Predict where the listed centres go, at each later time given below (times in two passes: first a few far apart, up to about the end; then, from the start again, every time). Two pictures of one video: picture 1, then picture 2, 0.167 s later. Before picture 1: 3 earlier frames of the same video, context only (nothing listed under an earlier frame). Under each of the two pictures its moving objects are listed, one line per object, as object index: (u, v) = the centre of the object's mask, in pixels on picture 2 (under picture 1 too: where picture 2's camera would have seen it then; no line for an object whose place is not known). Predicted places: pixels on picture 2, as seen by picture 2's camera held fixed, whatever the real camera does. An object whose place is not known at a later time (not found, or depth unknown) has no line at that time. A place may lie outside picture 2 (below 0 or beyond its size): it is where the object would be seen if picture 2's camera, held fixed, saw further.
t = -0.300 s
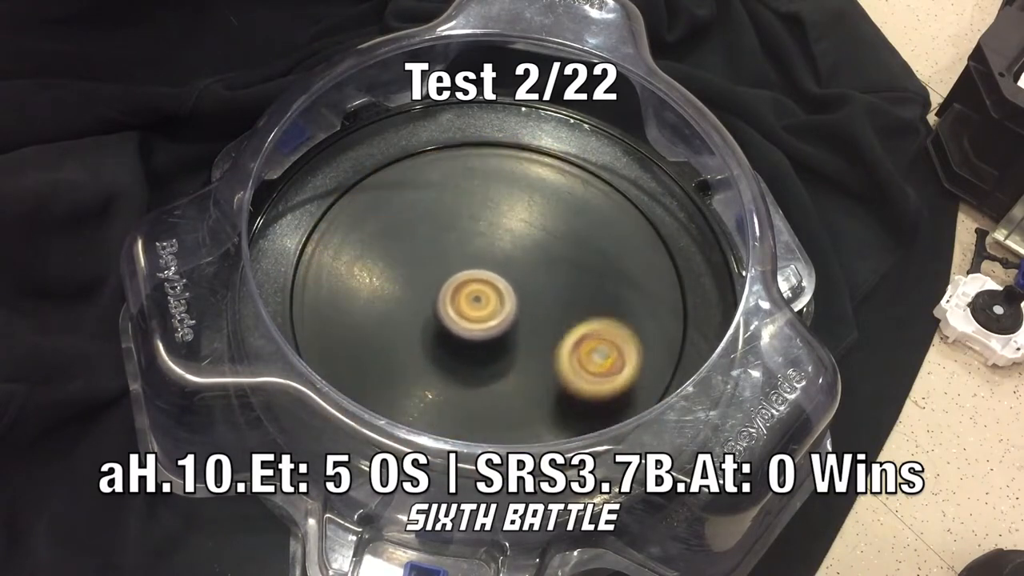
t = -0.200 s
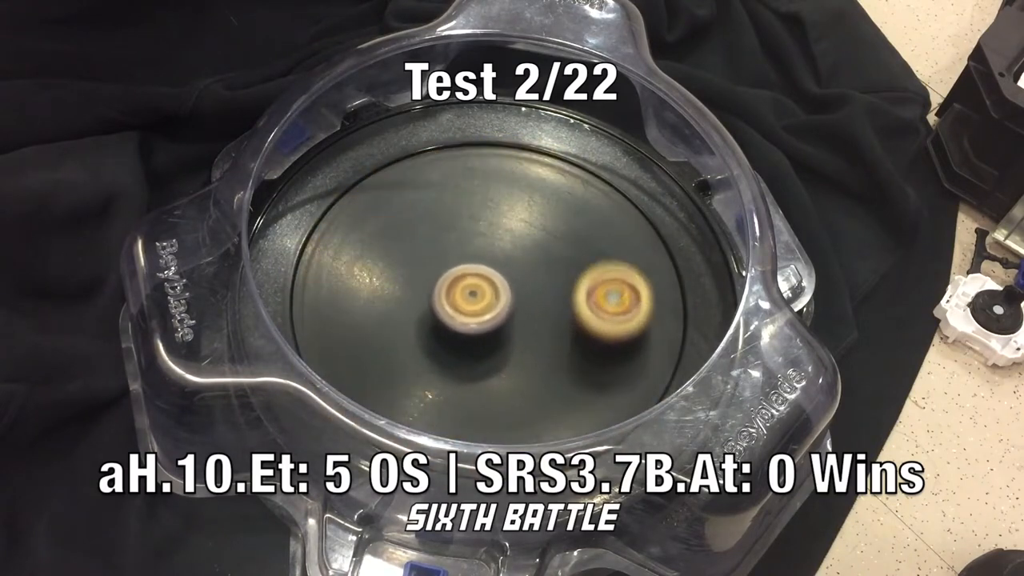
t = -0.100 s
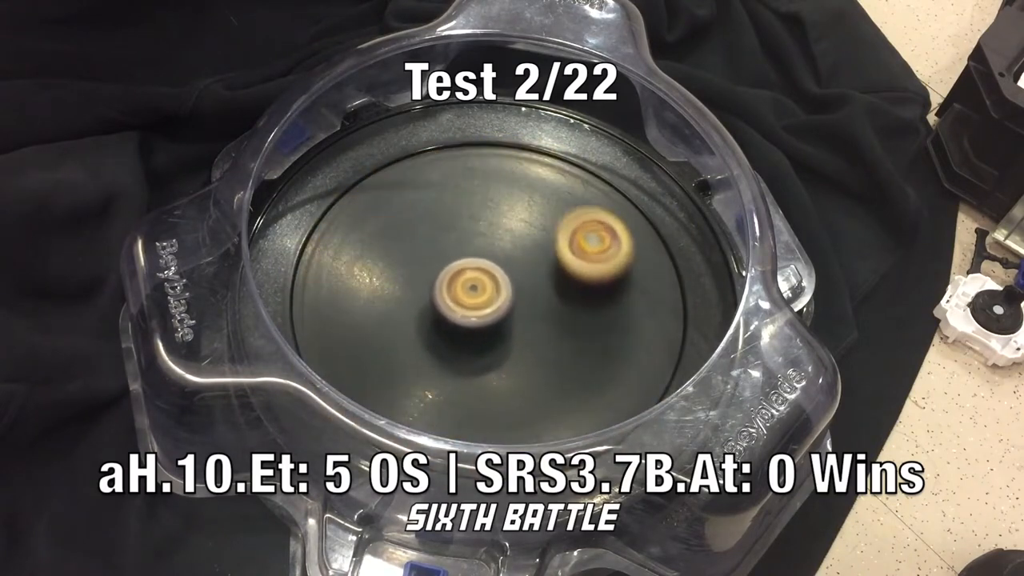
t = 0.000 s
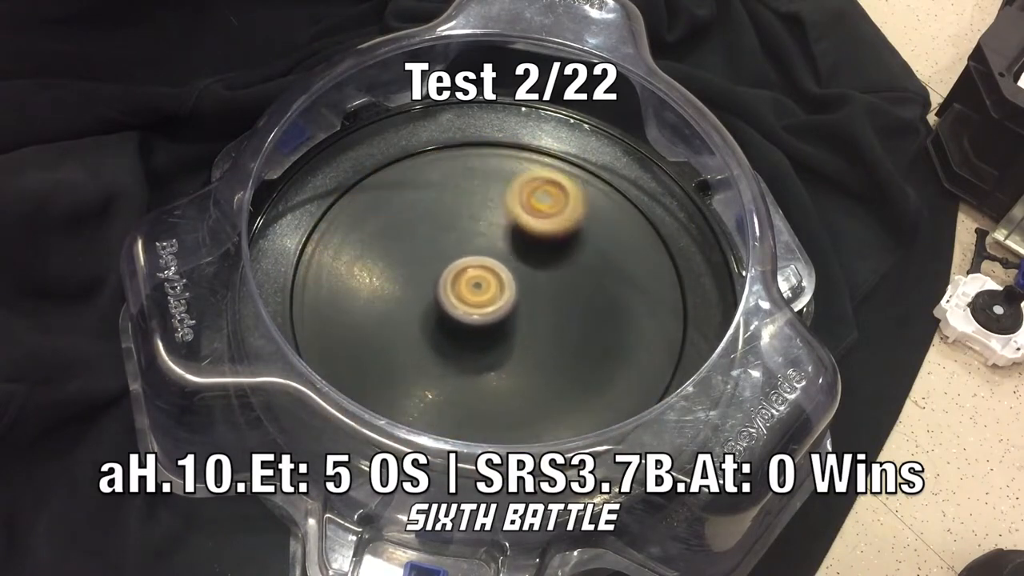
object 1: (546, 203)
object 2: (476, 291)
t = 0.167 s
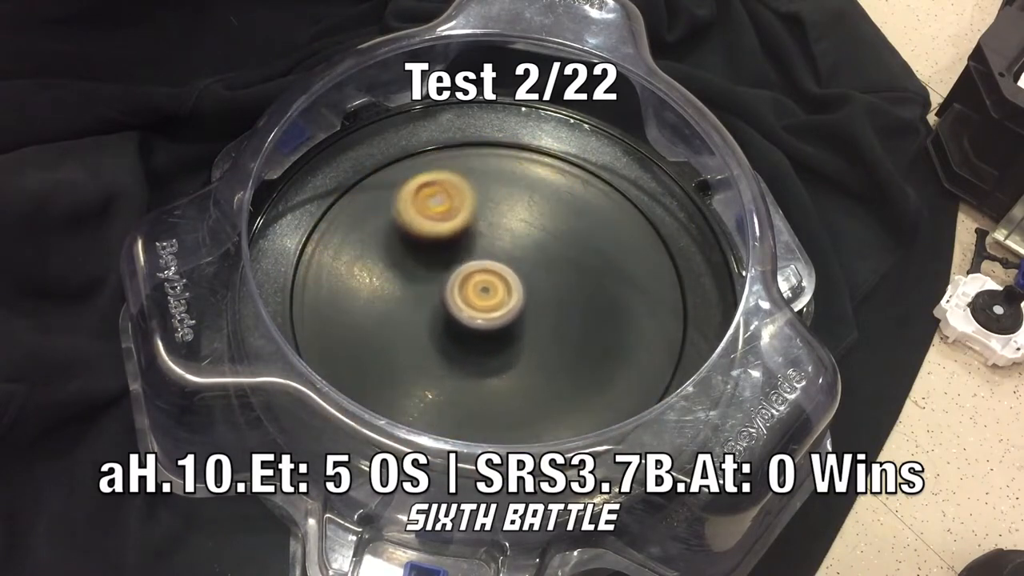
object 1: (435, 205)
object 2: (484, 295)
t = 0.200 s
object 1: (417, 214)
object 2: (486, 298)
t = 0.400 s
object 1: (368, 317)
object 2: (484, 309)
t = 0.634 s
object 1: (504, 394)
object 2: (477, 306)
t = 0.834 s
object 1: (580, 319)
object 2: (476, 296)
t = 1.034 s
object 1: (532, 227)
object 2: (469, 294)
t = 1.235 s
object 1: (458, 225)
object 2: (459, 302)
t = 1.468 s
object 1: (434, 237)
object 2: (476, 342)
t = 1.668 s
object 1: (445, 269)
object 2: (499, 332)
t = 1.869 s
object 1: (430, 240)
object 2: (537, 356)
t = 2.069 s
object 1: (432, 246)
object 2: (524, 337)
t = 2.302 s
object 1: (435, 236)
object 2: (521, 341)
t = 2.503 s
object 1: (448, 252)
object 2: (509, 332)
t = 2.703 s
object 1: (462, 205)
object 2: (503, 365)
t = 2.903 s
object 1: (452, 215)
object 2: (487, 348)
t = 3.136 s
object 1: (495, 249)
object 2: (477, 330)
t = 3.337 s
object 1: (553, 256)
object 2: (479, 323)
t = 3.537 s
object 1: (587, 257)
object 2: (486, 311)
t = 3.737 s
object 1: (585, 272)
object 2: (487, 310)
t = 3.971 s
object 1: (576, 308)
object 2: (440, 310)
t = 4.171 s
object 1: (572, 332)
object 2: (427, 297)
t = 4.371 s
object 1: (534, 352)
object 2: (464, 290)
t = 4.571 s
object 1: (491, 369)
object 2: (494, 282)
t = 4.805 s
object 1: (450, 361)
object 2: (500, 285)
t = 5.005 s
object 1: (405, 331)
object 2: (503, 292)
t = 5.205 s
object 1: (376, 306)
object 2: (512, 295)
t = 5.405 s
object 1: (393, 276)
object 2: (496, 303)
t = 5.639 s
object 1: (436, 237)
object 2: (490, 316)
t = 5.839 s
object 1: (470, 215)
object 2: (481, 317)
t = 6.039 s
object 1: (513, 227)
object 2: (474, 310)
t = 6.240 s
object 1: (551, 252)
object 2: (472, 302)
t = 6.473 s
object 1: (568, 289)
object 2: (472, 293)
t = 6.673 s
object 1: (558, 324)
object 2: (474, 288)
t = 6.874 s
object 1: (517, 355)
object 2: (479, 287)
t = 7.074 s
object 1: (474, 371)
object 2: (486, 289)
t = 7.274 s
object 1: (438, 356)
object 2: (491, 294)
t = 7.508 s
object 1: (390, 325)
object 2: (517, 295)
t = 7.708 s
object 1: (372, 293)
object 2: (519, 300)
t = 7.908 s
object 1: (405, 261)
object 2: (498, 304)
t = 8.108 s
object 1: (447, 228)
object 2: (489, 317)
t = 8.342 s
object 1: (497, 216)
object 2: (480, 320)
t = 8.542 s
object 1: (543, 239)
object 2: (473, 310)
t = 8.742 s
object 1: (565, 275)
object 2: (471, 298)
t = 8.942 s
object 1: (556, 320)
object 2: (472, 289)
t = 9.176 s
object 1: (515, 362)
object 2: (479, 284)
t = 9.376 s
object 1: (465, 366)
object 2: (487, 286)
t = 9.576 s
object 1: (422, 339)
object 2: (494, 292)
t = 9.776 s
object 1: (403, 296)
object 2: (494, 302)
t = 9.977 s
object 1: (412, 255)
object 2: (489, 310)
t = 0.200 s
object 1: (417, 214)
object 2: (486, 298)
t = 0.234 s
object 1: (398, 226)
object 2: (487, 300)
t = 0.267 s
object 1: (382, 241)
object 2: (487, 302)
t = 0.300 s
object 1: (371, 258)
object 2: (487, 304)
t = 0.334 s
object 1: (365, 277)
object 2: (487, 306)
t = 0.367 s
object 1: (364, 297)
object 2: (485, 307)
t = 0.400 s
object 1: (368, 317)
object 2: (484, 309)
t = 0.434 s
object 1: (377, 338)
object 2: (484, 310)
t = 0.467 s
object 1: (390, 355)
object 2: (482, 310)
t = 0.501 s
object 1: (409, 372)
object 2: (481, 310)
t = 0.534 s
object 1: (431, 383)
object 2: (480, 309)
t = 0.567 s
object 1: (454, 391)
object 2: (479, 308)
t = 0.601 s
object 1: (480, 395)
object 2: (478, 308)
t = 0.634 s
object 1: (504, 394)
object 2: (477, 306)
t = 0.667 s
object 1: (527, 388)
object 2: (476, 304)
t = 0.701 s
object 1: (546, 377)
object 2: (476, 303)
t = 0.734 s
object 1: (561, 365)
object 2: (476, 301)
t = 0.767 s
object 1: (571, 350)
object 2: (475, 299)
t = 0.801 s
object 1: (577, 335)
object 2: (475, 297)
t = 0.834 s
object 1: (580, 319)
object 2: (476, 296)
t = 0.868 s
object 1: (579, 301)
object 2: (477, 294)
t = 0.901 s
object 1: (573, 284)
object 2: (477, 292)
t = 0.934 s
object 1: (563, 268)
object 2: (478, 291)
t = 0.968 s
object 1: (552, 253)
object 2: (478, 290)
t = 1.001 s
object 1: (543, 240)
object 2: (473, 292)
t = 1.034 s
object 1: (532, 227)
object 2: (469, 294)
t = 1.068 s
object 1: (519, 218)
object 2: (465, 296)
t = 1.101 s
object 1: (507, 213)
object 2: (462, 298)
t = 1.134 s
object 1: (494, 212)
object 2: (460, 299)
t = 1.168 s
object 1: (481, 214)
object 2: (458, 300)
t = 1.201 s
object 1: (469, 219)
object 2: (458, 301)
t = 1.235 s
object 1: (458, 225)
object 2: (459, 302)
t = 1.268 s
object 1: (451, 228)
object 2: (459, 306)
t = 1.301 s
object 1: (448, 225)
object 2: (458, 316)
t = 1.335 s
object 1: (443, 225)
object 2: (459, 325)
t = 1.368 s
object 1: (440, 226)
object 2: (463, 333)
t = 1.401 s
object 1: (437, 229)
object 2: (467, 337)
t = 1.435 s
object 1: (435, 233)
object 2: (471, 341)
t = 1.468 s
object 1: (434, 237)
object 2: (476, 342)
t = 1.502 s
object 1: (434, 243)
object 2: (480, 342)
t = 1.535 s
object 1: (436, 249)
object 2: (485, 340)
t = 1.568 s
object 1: (438, 256)
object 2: (488, 338)
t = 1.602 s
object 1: (441, 263)
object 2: (490, 334)
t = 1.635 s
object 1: (444, 268)
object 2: (493, 331)
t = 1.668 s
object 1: (445, 269)
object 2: (499, 332)
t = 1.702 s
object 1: (446, 270)
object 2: (502, 331)
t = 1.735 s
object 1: (448, 270)
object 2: (505, 331)
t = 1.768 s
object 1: (442, 259)
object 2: (516, 339)
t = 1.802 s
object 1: (437, 250)
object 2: (526, 347)
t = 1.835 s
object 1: (434, 243)
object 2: (532, 353)
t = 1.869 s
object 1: (430, 240)
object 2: (537, 356)
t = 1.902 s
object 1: (427, 238)
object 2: (538, 356)
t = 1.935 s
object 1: (426, 237)
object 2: (538, 355)
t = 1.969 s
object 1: (425, 238)
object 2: (536, 352)
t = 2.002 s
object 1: (426, 240)
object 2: (532, 347)
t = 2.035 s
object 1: (429, 242)
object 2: (528, 343)
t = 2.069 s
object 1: (432, 246)
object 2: (524, 337)
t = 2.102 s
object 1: (436, 251)
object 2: (519, 331)
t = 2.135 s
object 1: (441, 256)
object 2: (514, 325)
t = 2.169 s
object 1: (447, 262)
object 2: (509, 319)
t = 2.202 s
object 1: (445, 255)
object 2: (511, 323)
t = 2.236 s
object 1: (441, 246)
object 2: (516, 331)
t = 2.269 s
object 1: (438, 239)
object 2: (519, 337)
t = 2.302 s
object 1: (435, 236)
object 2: (521, 341)
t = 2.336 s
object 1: (434, 234)
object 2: (521, 343)
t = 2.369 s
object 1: (435, 235)
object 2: (520, 343)
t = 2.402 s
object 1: (436, 238)
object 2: (519, 342)
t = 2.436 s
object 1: (439, 241)
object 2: (516, 340)
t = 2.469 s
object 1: (443, 246)
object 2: (513, 336)
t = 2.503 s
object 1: (448, 252)
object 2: (509, 332)
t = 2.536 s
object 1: (454, 257)
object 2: (505, 327)
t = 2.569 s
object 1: (461, 256)
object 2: (502, 326)
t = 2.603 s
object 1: (462, 238)
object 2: (504, 340)
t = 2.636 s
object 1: (463, 223)
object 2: (505, 352)
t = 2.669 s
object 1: (462, 212)
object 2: (504, 360)
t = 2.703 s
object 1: (462, 205)
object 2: (503, 365)
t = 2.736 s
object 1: (460, 200)
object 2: (501, 366)
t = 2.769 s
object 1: (458, 199)
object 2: (498, 365)
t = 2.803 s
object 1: (455, 200)
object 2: (496, 363)
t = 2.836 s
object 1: (452, 203)
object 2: (492, 359)
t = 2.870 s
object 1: (452, 208)
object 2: (490, 354)
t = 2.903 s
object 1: (452, 215)
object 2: (487, 348)
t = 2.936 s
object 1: (454, 224)
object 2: (485, 342)
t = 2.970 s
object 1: (458, 233)
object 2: (482, 335)
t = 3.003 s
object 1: (464, 243)
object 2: (480, 328)
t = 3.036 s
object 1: (470, 250)
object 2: (479, 324)
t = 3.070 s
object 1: (478, 249)
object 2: (478, 327)
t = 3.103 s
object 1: (486, 249)
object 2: (477, 329)
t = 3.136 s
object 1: (495, 249)
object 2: (477, 330)
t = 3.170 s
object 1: (505, 251)
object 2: (477, 331)
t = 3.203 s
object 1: (516, 252)
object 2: (477, 330)
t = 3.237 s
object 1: (526, 254)
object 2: (477, 329)
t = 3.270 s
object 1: (536, 255)
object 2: (478, 328)
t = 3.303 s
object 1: (544, 256)
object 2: (478, 325)
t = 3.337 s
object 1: (553, 256)
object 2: (479, 323)
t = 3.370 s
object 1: (561, 257)
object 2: (481, 321)
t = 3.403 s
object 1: (567, 257)
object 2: (482, 318)
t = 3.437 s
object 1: (573, 256)
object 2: (482, 316)
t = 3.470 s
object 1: (579, 256)
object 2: (484, 314)
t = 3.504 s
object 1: (583, 256)
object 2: (485, 313)
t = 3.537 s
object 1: (587, 257)
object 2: (486, 311)
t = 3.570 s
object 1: (590, 258)
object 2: (487, 310)
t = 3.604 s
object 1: (591, 260)
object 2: (488, 309)
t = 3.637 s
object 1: (591, 262)
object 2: (488, 309)
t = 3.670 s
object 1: (591, 264)
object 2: (488, 310)
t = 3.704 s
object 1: (589, 268)
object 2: (488, 310)
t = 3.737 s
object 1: (585, 272)
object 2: (487, 310)
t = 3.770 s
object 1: (581, 276)
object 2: (486, 311)
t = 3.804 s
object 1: (575, 281)
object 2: (484, 313)
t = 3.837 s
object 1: (568, 286)
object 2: (482, 313)
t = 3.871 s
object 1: (562, 292)
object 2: (480, 314)
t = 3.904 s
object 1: (566, 298)
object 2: (468, 314)
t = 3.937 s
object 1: (572, 304)
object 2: (452, 312)
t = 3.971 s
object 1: (576, 308)
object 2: (440, 310)
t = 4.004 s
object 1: (579, 313)
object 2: (431, 308)
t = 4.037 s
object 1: (580, 317)
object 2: (425, 306)
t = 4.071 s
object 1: (580, 321)
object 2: (422, 303)
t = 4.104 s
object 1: (579, 325)
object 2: (422, 301)
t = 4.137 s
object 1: (576, 329)
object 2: (424, 299)
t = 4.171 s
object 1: (572, 332)
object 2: (427, 297)
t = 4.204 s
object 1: (567, 336)
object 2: (432, 295)
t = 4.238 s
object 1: (562, 339)
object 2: (437, 293)
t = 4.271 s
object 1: (555, 343)
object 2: (443, 292)
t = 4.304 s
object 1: (549, 346)
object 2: (450, 291)
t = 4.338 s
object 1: (541, 350)
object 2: (458, 290)
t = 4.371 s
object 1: (534, 352)
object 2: (464, 290)
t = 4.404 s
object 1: (525, 355)
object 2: (471, 290)
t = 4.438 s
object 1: (518, 357)
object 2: (477, 290)
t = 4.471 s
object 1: (510, 359)
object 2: (484, 291)
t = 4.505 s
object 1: (503, 363)
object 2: (488, 288)
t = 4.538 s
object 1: (497, 366)
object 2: (491, 284)
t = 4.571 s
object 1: (491, 369)
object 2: (494, 282)
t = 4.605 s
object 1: (485, 370)
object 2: (497, 281)
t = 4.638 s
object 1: (480, 371)
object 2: (499, 280)
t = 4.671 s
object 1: (474, 370)
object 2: (500, 280)
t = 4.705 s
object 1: (468, 369)
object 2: (501, 281)
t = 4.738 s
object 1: (462, 367)
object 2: (501, 282)
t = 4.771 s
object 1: (457, 364)
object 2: (501, 283)
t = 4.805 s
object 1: (450, 361)
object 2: (500, 285)
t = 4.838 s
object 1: (444, 357)
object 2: (499, 287)
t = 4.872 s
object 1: (439, 352)
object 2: (497, 289)
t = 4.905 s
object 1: (434, 346)
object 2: (496, 291)
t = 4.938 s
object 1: (428, 340)
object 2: (494, 293)
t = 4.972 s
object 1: (421, 334)
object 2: (495, 294)
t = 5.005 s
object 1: (405, 331)
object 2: (503, 292)
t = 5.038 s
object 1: (395, 328)
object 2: (508, 291)
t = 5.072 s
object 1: (388, 324)
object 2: (511, 291)
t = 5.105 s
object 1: (383, 320)
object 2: (513, 292)
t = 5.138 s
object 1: (380, 316)
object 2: (514, 293)
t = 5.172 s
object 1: (377, 311)
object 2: (513, 294)
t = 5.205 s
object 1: (376, 306)
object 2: (512, 295)
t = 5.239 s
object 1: (376, 302)
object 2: (510, 296)
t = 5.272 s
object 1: (376, 296)
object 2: (508, 298)
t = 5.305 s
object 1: (378, 291)
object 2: (505, 299)
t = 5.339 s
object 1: (381, 286)
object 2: (502, 300)
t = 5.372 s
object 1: (387, 280)
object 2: (499, 301)
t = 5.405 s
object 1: (393, 276)
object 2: (496, 303)
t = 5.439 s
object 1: (400, 272)
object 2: (493, 304)
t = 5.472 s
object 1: (409, 268)
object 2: (490, 305)
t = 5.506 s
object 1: (415, 263)
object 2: (489, 307)
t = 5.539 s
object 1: (420, 256)
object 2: (490, 310)
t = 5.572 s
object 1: (425, 250)
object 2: (490, 313)
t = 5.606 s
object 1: (430, 244)
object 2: (490, 315)
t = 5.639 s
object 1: (436, 237)
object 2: (490, 316)
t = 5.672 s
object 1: (441, 232)
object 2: (489, 317)
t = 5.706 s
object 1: (446, 227)
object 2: (487, 318)
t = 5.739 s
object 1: (452, 222)
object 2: (486, 318)
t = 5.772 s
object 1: (457, 219)
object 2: (484, 318)
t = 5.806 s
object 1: (463, 217)
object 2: (483, 318)
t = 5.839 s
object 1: (470, 215)
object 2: (481, 317)
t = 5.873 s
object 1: (477, 215)
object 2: (479, 317)
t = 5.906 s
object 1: (484, 216)
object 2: (478, 316)
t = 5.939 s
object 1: (492, 218)
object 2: (477, 314)
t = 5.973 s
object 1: (499, 221)
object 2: (475, 313)
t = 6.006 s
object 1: (505, 224)
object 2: (474, 312)
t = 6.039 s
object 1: (513, 227)
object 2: (474, 310)
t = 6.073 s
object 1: (520, 231)
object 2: (473, 308)
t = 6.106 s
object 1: (526, 235)
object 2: (473, 307)
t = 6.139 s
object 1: (534, 239)
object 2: (472, 305)
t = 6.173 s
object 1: (539, 243)
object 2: (472, 304)
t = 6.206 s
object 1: (545, 247)
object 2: (472, 303)
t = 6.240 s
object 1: (551, 252)
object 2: (472, 302)
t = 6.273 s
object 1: (555, 256)
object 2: (472, 300)
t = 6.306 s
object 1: (559, 261)
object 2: (472, 299)
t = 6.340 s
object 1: (562, 266)
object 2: (472, 298)
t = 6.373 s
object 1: (565, 272)
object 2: (471, 297)
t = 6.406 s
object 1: (567, 277)
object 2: (471, 296)
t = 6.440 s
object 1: (568, 283)
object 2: (472, 294)
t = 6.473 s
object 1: (568, 289)
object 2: (472, 293)
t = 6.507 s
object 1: (568, 295)
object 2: (472, 292)
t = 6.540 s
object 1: (567, 300)
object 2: (472, 291)
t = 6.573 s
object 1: (566, 306)
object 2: (473, 290)
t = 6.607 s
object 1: (564, 312)
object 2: (473, 289)
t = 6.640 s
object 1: (562, 318)
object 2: (474, 288)
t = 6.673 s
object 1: (558, 324)
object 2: (474, 288)
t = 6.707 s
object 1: (552, 330)
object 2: (475, 287)
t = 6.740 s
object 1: (546, 336)
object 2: (476, 287)
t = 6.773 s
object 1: (539, 341)
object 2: (477, 287)
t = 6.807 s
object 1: (532, 346)
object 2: (477, 287)
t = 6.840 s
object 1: (525, 351)
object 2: (478, 287)
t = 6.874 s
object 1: (517, 355)
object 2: (479, 287)
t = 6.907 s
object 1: (510, 359)
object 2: (480, 286)
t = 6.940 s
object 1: (503, 363)
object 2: (481, 286)
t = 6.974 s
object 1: (496, 366)
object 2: (482, 287)
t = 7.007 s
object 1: (489, 369)
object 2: (484, 287)
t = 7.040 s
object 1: (481, 370)
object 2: (485, 288)
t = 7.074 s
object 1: (474, 371)
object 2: (486, 289)
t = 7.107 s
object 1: (468, 370)
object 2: (487, 289)
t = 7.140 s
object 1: (462, 369)
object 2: (487, 290)
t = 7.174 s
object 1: (455, 368)
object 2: (488, 291)
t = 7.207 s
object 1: (449, 365)
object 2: (489, 292)
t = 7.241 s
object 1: (443, 361)
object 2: (490, 293)
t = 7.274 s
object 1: (438, 356)
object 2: (491, 294)
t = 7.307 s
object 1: (433, 353)
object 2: (491, 295)
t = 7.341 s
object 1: (428, 349)
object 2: (491, 296)
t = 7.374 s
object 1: (425, 344)
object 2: (492, 297)
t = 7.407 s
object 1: (421, 338)
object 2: (492, 298)
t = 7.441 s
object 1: (411, 333)
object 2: (499, 297)
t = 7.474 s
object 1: (399, 329)
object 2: (509, 296)
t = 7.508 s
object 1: (390, 325)
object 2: (517, 295)
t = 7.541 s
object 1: (384, 320)
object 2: (521, 296)
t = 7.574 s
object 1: (378, 315)
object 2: (523, 296)
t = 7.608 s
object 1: (374, 310)
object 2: (524, 297)
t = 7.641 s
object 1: (372, 305)
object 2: (523, 298)
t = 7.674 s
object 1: (372, 299)
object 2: (522, 299)
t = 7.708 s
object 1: (372, 293)
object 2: (519, 300)
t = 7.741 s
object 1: (375, 287)
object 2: (516, 301)
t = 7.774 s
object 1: (379, 281)
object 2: (513, 302)
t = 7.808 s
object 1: (384, 276)
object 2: (509, 302)
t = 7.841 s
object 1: (390, 271)
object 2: (505, 303)
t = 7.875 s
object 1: (397, 266)
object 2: (502, 303)
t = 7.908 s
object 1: (405, 261)
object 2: (498, 304)
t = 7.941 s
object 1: (413, 258)
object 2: (495, 304)
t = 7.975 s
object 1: (421, 254)
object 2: (491, 305)
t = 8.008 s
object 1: (430, 249)
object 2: (488, 305)
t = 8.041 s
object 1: (435, 241)
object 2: (489, 310)
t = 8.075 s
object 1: (441, 234)
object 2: (489, 314)
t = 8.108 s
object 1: (447, 228)
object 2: (489, 317)
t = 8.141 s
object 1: (453, 223)
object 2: (488, 319)
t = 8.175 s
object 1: (460, 220)
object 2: (487, 321)
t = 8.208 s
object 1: (467, 217)
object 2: (486, 321)
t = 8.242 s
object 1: (474, 216)
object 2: (484, 322)
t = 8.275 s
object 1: (481, 215)
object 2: (483, 322)
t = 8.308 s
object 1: (489, 215)
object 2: (481, 321)
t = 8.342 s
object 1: (497, 216)
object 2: (480, 320)
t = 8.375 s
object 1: (505, 218)
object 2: (478, 319)
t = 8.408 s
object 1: (513, 221)
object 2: (477, 318)
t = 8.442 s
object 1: (521, 224)
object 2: (476, 316)
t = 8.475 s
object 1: (529, 229)
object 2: (475, 315)
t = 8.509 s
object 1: (537, 234)
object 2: (474, 313)
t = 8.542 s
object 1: (543, 239)
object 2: (473, 310)
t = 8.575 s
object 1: (549, 244)
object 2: (473, 308)
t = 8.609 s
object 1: (554, 250)
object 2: (472, 306)
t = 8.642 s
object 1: (558, 256)
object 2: (472, 304)
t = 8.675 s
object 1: (562, 261)
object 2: (471, 302)
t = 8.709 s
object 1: (564, 268)
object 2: (471, 300)
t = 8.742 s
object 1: (565, 275)
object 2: (471, 298)
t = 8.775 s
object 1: (566, 282)
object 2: (471, 297)
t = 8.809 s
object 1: (566, 290)
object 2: (470, 295)
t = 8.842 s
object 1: (565, 297)
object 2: (471, 294)
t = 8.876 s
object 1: (563, 305)
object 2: (471, 292)
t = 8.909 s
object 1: (560, 312)
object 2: (472, 290)
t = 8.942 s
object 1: (556, 320)
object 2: (472, 289)
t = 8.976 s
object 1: (552, 328)
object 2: (473, 288)
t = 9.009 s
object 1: (547, 335)
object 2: (474, 286)
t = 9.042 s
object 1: (541, 342)
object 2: (475, 286)
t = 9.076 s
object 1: (536, 348)
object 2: (476, 285)
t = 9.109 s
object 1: (529, 353)
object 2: (477, 284)
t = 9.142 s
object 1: (523, 358)
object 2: (478, 284)
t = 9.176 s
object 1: (515, 362)
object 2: (479, 284)
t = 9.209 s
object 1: (507, 365)
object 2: (481, 284)
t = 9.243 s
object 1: (499, 367)
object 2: (482, 284)
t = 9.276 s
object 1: (490, 368)
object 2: (483, 284)
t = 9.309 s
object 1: (481, 368)
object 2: (485, 285)
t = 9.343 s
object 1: (473, 368)
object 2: (486, 285)
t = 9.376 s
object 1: (465, 366)
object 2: (487, 286)
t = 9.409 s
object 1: (457, 364)
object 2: (489, 287)
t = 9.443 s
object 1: (449, 361)
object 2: (490, 288)
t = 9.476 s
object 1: (441, 356)
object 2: (492, 289)
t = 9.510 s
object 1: (434, 351)
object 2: (492, 289)
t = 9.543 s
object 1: (428, 345)
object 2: (493, 291)
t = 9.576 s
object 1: (422, 339)
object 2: (494, 292)
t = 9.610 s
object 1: (416, 332)
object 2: (494, 294)
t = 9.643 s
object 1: (412, 325)
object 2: (494, 295)
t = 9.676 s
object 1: (409, 318)
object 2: (495, 297)
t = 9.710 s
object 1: (406, 311)
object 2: (495, 298)
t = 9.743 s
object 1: (404, 304)
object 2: (495, 300)
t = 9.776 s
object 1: (403, 296)
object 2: (494, 302)
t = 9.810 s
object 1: (403, 288)
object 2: (494, 303)
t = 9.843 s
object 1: (403, 281)
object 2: (493, 304)
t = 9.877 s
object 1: (404, 274)
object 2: (493, 306)
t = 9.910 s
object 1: (406, 267)
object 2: (491, 307)
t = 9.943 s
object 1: (409, 260)
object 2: (490, 309)
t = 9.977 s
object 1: (412, 255)
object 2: (489, 310)
